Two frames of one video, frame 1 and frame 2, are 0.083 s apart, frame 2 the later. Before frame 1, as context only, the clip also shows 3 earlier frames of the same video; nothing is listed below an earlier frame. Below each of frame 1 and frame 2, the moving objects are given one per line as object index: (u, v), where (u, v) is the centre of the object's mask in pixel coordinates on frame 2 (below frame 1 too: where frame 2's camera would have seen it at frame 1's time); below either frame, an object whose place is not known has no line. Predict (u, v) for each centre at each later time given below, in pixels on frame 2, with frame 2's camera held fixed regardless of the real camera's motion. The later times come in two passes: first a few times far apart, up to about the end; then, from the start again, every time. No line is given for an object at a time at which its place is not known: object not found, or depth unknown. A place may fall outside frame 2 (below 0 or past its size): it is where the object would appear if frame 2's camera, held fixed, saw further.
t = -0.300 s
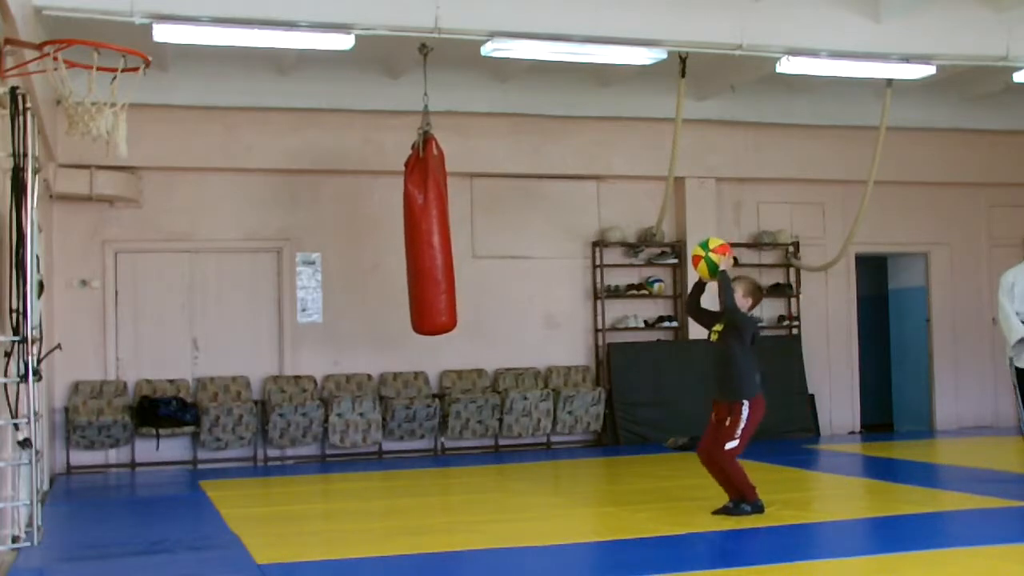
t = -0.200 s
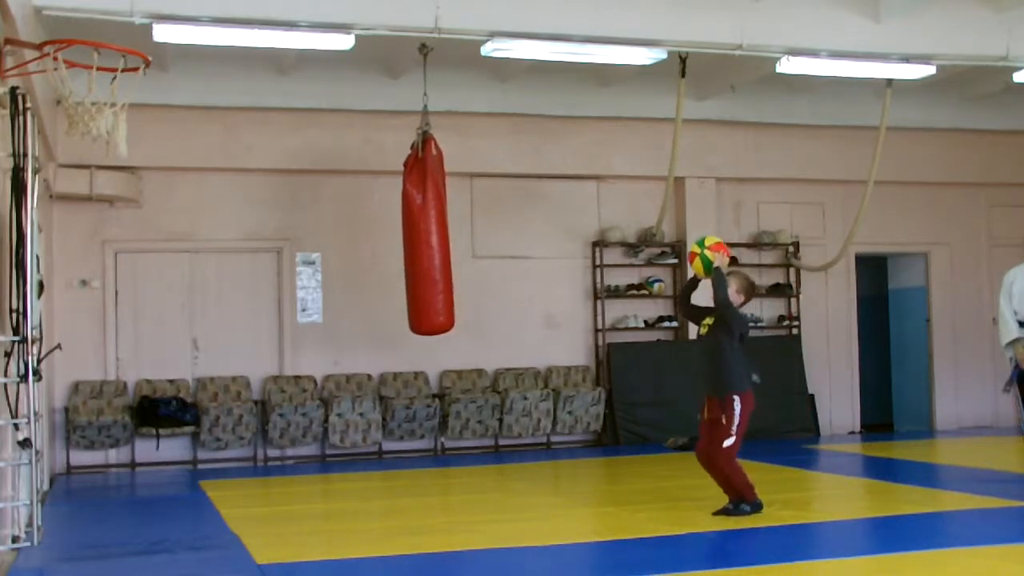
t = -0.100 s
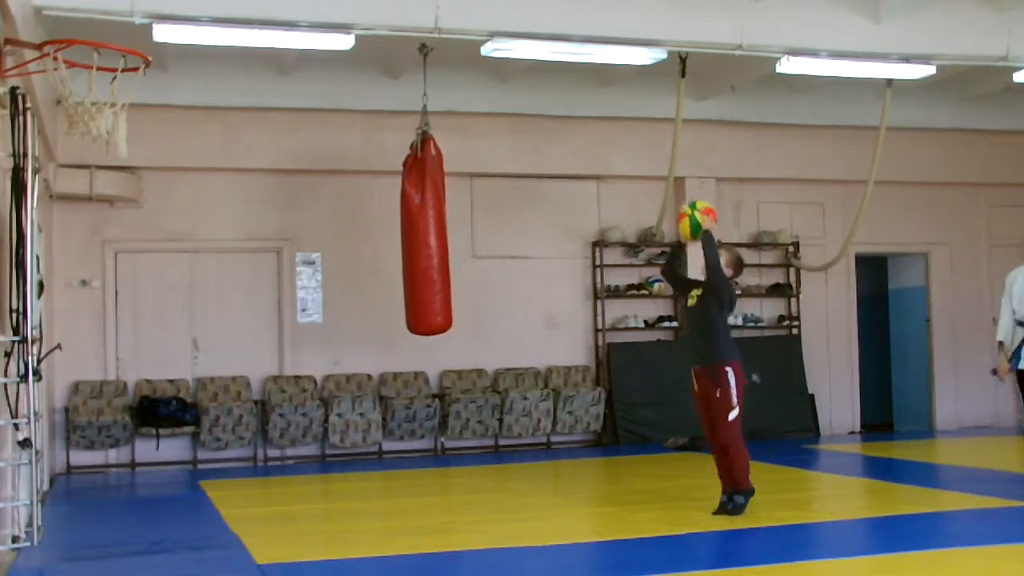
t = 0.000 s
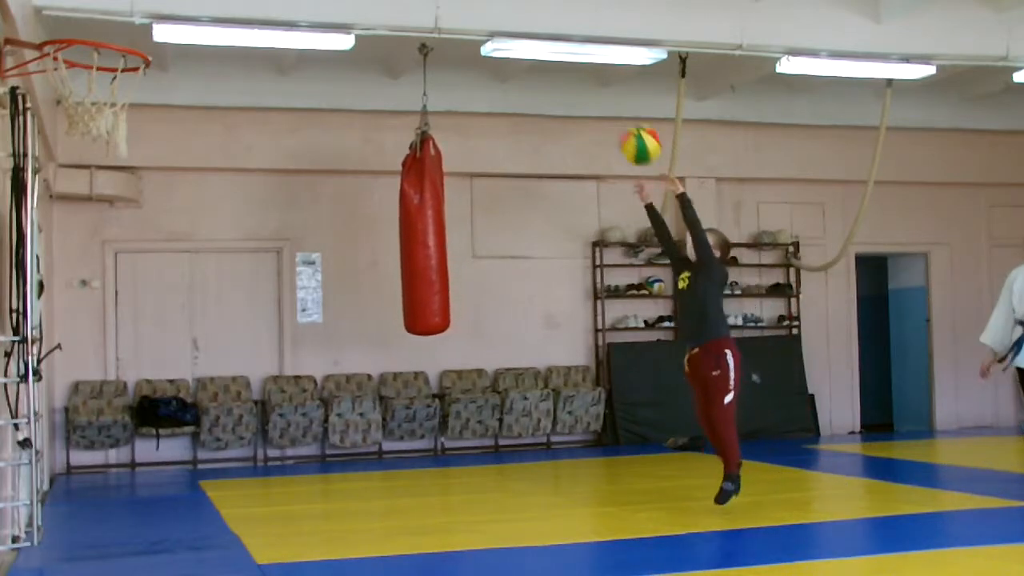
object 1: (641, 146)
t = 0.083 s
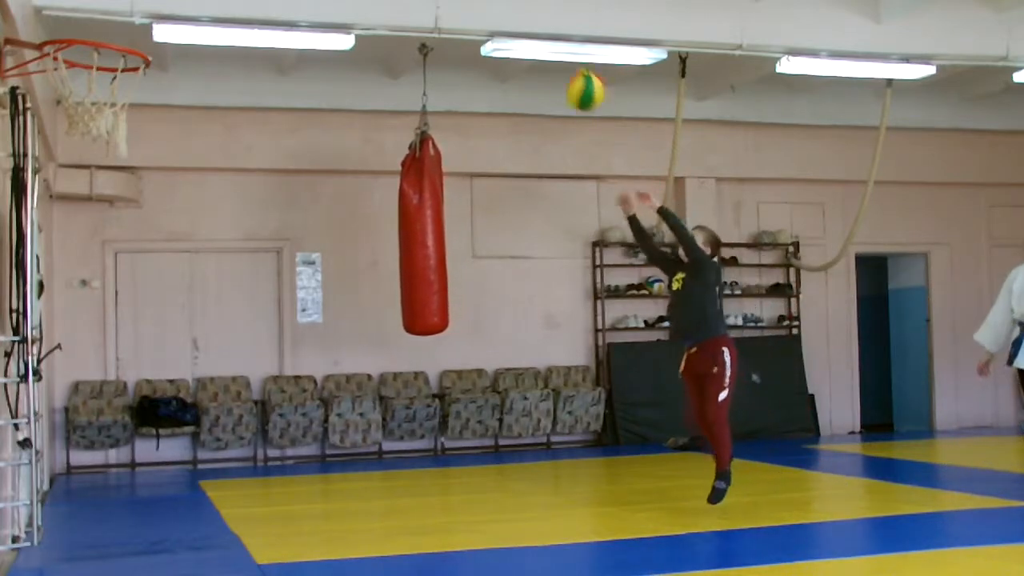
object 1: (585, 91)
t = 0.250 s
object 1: (474, 20)
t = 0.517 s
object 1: (300, 19)
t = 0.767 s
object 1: (142, 147)
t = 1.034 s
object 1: (126, 363)
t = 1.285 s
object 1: (235, 452)
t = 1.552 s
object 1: (331, 338)
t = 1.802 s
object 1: (413, 348)
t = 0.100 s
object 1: (574, 82)
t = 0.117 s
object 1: (563, 73)
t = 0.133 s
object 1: (552, 65)
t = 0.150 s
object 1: (541, 57)
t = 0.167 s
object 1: (530, 49)
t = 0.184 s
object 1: (518, 41)
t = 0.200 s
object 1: (507, 35)
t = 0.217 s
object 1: (495, 30)
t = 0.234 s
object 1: (485, 24)
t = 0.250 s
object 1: (474, 20)
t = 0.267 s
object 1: (463, 18)
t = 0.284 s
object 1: (452, 16)
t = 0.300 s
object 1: (441, 15)
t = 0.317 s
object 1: (430, 13)
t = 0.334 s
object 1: (420, 13)
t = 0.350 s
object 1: (408, 12)
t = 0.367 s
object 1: (397, 11)
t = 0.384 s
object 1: (387, 11)
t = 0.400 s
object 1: (376, 11)
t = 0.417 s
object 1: (365, 11)
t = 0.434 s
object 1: (355, 12)
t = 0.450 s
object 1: (343, 13)
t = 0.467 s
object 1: (333, 13)
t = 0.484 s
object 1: (322, 15)
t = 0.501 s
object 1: (311, 17)
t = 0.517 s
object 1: (300, 19)
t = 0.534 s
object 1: (288, 23)
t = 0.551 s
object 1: (278, 28)
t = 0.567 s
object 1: (267, 34)
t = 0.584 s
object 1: (256, 41)
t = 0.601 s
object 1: (246, 48)
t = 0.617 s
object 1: (234, 56)
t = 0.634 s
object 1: (224, 64)
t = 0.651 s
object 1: (213, 71)
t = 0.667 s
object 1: (202, 80)
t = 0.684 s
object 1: (192, 89)
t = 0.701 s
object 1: (181, 99)
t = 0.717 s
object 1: (170, 110)
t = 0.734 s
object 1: (159, 122)
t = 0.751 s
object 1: (149, 133)
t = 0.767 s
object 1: (142, 147)
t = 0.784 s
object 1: (129, 161)
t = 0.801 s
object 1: (117, 174)
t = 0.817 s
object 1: (107, 187)
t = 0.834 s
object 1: (95, 202)
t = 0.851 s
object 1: (85, 216)
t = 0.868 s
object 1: (74, 232)
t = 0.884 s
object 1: (63, 250)
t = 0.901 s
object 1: (62, 262)
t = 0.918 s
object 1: (69, 273)
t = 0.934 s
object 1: (78, 286)
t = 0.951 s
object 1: (86, 297)
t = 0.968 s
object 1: (94, 309)
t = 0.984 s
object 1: (102, 323)
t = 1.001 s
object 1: (110, 336)
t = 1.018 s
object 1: (117, 349)
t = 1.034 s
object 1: (126, 363)
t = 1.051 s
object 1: (135, 379)
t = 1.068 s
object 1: (144, 394)
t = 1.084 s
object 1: (152, 407)
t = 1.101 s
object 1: (157, 423)
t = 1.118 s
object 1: (164, 440)
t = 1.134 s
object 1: (174, 459)
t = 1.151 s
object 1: (180, 476)
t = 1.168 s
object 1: (186, 493)
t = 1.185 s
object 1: (193, 511)
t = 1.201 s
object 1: (201, 518)
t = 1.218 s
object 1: (209, 502)
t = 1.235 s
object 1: (214, 488)
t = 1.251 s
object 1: (221, 476)
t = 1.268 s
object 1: (228, 463)
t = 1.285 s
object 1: (235, 452)
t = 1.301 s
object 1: (241, 440)
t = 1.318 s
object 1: (249, 429)
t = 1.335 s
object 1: (254, 420)
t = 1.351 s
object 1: (260, 410)
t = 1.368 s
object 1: (266, 401)
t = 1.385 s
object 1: (273, 393)
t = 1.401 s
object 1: (278, 386)
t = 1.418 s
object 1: (284, 378)
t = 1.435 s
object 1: (290, 372)
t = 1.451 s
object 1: (297, 365)
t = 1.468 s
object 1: (302, 359)
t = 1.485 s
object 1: (308, 353)
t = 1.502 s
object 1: (314, 350)
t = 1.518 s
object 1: (319, 345)
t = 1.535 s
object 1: (325, 341)
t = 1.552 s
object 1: (331, 338)
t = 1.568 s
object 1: (337, 335)
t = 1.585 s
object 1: (342, 333)
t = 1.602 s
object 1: (347, 331)
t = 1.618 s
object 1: (353, 329)
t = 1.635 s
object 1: (358, 329)
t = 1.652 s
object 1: (364, 328)
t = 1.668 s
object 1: (370, 328)
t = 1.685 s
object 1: (375, 330)
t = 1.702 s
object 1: (381, 331)
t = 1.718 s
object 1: (386, 332)
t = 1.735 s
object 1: (391, 335)
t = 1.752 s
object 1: (396, 337)
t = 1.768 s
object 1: (402, 340)
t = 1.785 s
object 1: (407, 344)
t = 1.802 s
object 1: (413, 348)
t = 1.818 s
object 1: (418, 353)
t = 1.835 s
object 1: (424, 358)
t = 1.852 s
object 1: (429, 364)
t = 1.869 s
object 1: (434, 370)
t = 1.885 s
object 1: (440, 376)
